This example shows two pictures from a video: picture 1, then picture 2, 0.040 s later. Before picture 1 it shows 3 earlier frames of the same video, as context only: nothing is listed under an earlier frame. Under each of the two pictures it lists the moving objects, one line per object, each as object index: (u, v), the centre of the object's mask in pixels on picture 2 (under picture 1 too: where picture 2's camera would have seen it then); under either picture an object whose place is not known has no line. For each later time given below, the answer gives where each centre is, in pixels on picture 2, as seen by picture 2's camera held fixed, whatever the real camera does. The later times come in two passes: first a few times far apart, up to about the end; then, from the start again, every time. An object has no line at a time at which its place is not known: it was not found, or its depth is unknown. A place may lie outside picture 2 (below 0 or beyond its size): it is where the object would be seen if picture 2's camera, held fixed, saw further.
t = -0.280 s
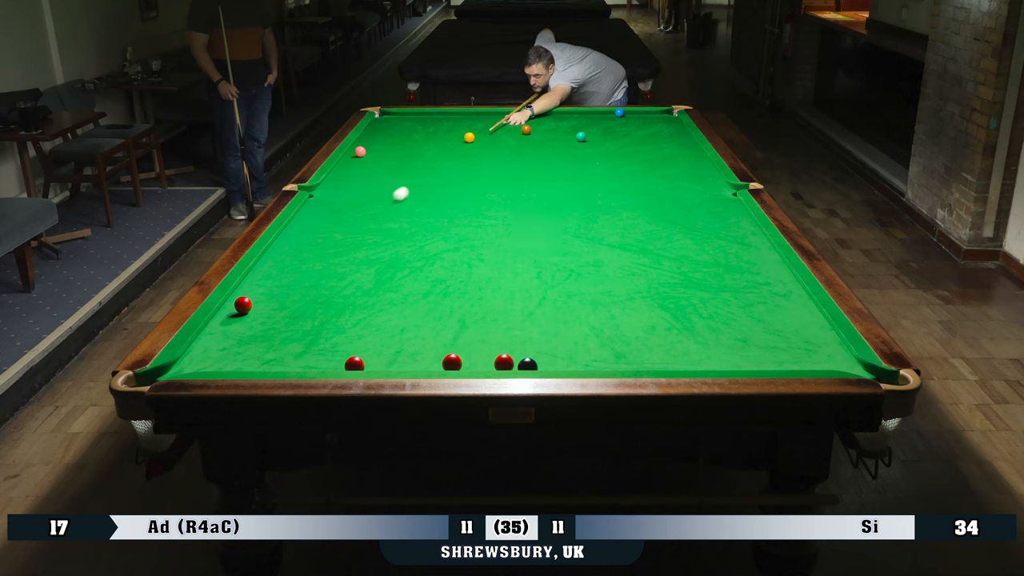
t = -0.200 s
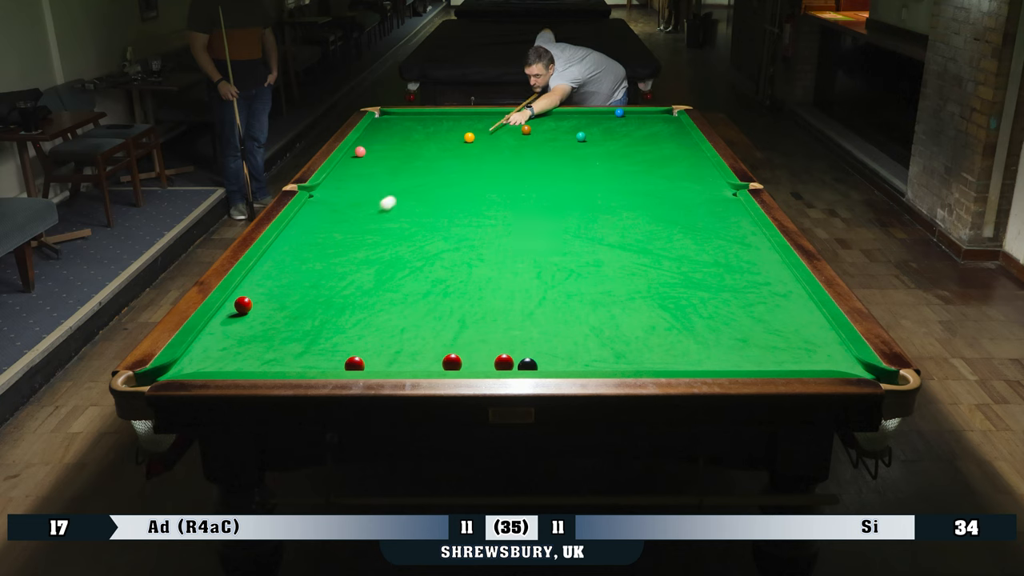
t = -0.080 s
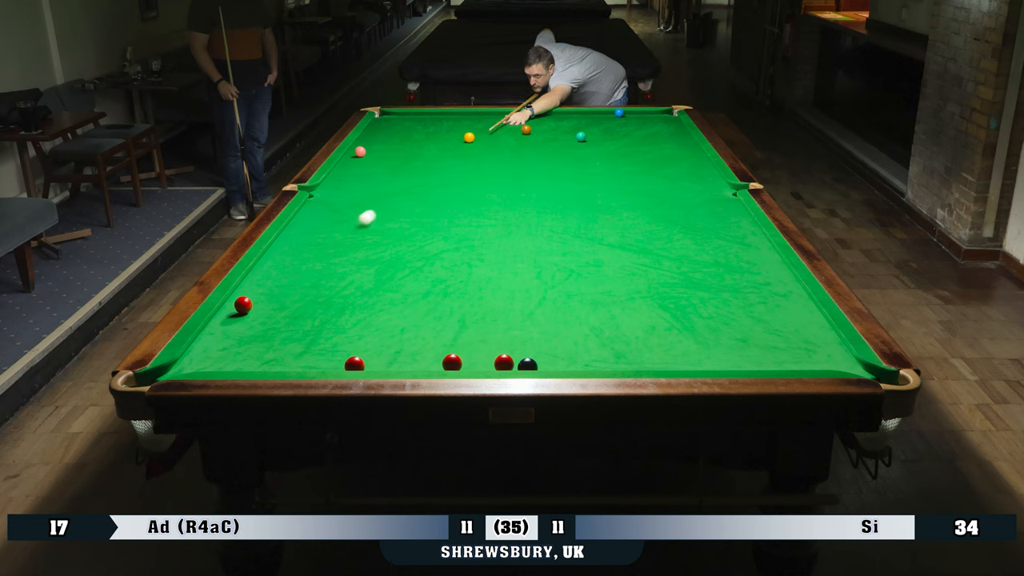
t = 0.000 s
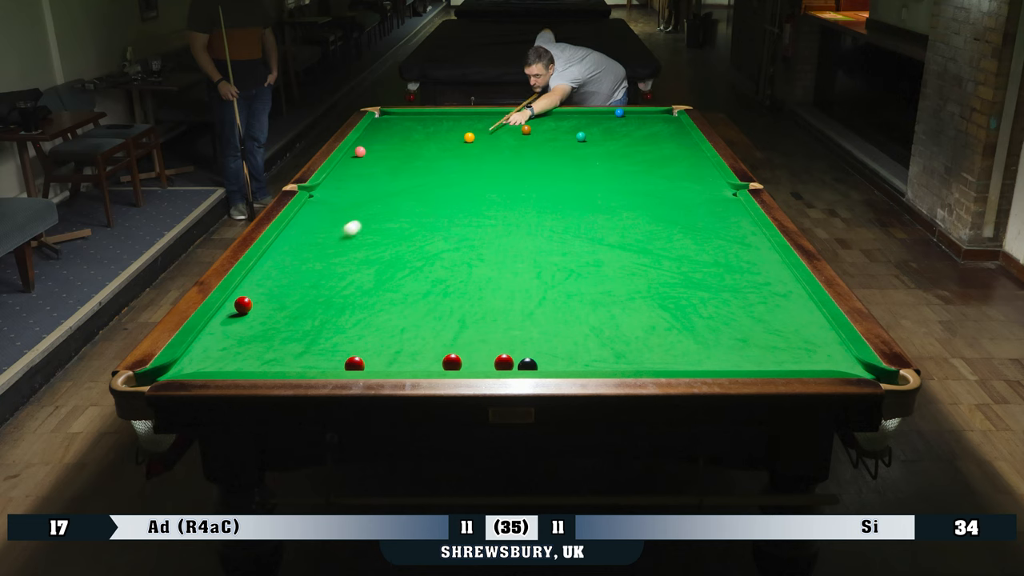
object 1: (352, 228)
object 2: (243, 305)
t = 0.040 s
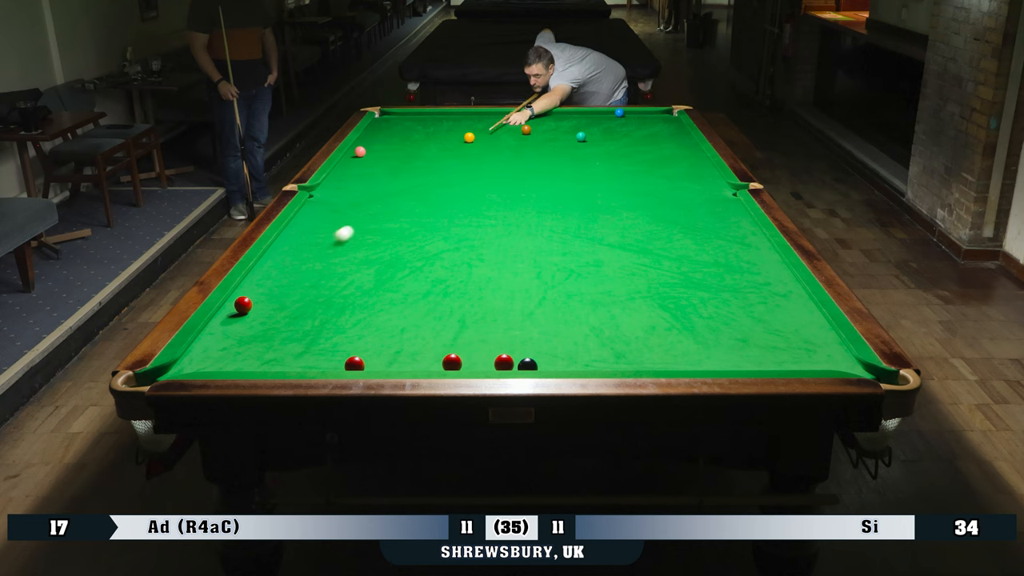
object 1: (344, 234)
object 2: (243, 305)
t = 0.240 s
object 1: (300, 264)
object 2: (243, 305)
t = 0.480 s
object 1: (256, 300)
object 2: (225, 315)
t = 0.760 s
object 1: (251, 314)
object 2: (221, 353)
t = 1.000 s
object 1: (243, 327)
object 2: (242, 360)
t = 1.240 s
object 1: (236, 341)
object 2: (280, 340)
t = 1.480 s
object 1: (229, 354)
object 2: (314, 324)
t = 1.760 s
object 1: (221, 366)
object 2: (349, 307)
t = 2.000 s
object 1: (227, 362)
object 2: (375, 294)
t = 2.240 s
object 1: (234, 355)
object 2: (399, 284)
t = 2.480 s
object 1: (239, 349)
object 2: (420, 274)
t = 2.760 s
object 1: (244, 343)
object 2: (442, 264)
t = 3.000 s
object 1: (247, 339)
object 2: (459, 256)
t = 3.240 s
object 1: (250, 337)
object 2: (475, 250)
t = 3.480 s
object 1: (252, 336)
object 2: (488, 244)
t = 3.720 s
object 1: (252, 336)
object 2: (500, 239)
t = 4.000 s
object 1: (252, 336)
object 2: (513, 233)
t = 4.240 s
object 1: (251, 336)
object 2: (523, 229)
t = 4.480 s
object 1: (251, 336)
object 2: (531, 226)
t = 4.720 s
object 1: (252, 336)
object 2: (539, 223)
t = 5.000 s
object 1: (252, 336)
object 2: (546, 220)
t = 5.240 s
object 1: (252, 336)
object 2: (552, 218)
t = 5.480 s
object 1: (252, 336)
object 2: (556, 216)
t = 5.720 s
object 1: (252, 336)
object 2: (559, 215)
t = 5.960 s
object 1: (252, 336)
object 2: (562, 214)
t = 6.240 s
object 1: (252, 336)
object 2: (564, 214)
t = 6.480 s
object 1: (252, 336)
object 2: (564, 213)
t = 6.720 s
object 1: (252, 336)
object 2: (564, 213)
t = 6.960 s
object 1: (252, 336)
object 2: (564, 213)
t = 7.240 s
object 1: (252, 336)
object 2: (564, 213)
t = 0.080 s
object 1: (336, 239)
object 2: (243, 304)
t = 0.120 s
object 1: (327, 245)
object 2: (243, 304)
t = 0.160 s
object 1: (319, 252)
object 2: (243, 305)
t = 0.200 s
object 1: (310, 258)
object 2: (243, 304)
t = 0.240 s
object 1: (300, 264)
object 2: (243, 305)
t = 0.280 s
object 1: (291, 271)
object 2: (243, 305)
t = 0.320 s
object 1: (281, 278)
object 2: (243, 305)
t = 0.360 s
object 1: (270, 286)
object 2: (243, 305)
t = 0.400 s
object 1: (260, 293)
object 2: (243, 305)
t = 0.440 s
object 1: (255, 299)
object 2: (236, 308)
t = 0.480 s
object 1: (256, 300)
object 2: (225, 315)
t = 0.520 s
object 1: (257, 301)
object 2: (217, 322)
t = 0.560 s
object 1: (256, 303)
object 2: (218, 328)
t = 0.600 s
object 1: (256, 304)
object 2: (219, 333)
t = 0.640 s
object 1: (254, 307)
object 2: (219, 338)
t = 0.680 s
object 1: (253, 309)
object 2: (220, 343)
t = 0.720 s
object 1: (252, 311)
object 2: (220, 348)
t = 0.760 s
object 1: (251, 314)
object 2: (221, 353)
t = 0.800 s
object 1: (249, 316)
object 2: (221, 358)
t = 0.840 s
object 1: (248, 318)
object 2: (222, 362)
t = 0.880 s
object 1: (247, 320)
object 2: (222, 365)
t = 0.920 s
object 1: (246, 323)
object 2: (227, 365)
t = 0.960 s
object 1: (245, 325)
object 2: (235, 362)
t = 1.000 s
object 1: (243, 327)
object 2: (242, 360)
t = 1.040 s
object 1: (242, 330)
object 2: (248, 357)
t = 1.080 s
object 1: (241, 332)
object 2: (255, 354)
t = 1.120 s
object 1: (240, 334)
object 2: (261, 350)
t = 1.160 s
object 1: (238, 336)
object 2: (268, 347)
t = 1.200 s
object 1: (237, 339)
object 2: (274, 343)
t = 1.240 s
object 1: (236, 341)
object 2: (280, 340)
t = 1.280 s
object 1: (235, 343)
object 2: (286, 337)
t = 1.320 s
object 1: (233, 345)
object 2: (292, 334)
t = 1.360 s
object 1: (232, 348)
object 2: (297, 332)
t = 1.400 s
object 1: (231, 350)
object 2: (303, 329)
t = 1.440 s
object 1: (230, 352)
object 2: (309, 326)
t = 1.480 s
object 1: (229, 354)
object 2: (314, 324)
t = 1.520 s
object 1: (227, 357)
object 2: (319, 321)
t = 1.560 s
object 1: (226, 359)
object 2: (325, 318)
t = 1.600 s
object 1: (225, 360)
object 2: (330, 316)
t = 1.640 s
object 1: (224, 362)
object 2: (334, 314)
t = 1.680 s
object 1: (223, 363)
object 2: (339, 311)
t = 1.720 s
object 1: (222, 365)
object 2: (344, 309)
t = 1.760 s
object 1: (221, 366)
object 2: (349, 307)
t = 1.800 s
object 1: (221, 366)
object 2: (353, 305)
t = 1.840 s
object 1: (222, 365)
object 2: (358, 303)
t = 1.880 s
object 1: (224, 364)
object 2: (362, 300)
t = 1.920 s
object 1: (225, 363)
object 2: (367, 298)
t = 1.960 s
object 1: (226, 362)
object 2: (371, 296)
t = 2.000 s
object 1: (227, 362)
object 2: (375, 294)
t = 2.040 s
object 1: (229, 361)
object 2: (380, 292)
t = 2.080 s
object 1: (230, 360)
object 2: (384, 290)
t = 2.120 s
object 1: (231, 358)
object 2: (387, 289)
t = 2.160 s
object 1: (232, 357)
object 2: (392, 287)
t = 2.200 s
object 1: (233, 356)
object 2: (395, 285)
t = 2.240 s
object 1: (234, 355)
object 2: (399, 284)
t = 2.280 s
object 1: (235, 354)
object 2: (403, 282)
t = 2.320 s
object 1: (236, 353)
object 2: (406, 280)
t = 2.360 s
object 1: (237, 352)
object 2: (410, 278)
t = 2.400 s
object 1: (238, 351)
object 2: (413, 277)
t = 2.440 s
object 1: (238, 349)
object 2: (417, 275)
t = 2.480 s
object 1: (239, 349)
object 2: (420, 274)
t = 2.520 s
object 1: (240, 348)
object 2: (424, 272)
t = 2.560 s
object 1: (241, 347)
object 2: (427, 271)
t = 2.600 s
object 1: (242, 346)
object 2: (430, 269)
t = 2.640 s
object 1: (242, 345)
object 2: (433, 268)
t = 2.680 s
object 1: (243, 344)
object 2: (436, 267)
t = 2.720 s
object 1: (244, 344)
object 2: (439, 265)
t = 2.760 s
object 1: (244, 343)
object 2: (442, 264)
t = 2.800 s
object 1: (245, 342)
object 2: (445, 262)
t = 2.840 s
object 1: (245, 342)
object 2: (448, 261)
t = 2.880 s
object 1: (246, 341)
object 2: (451, 260)
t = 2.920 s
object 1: (246, 340)
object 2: (454, 259)
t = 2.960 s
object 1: (247, 340)
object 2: (457, 258)
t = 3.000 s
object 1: (247, 339)
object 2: (459, 256)
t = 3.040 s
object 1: (248, 339)
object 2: (462, 255)
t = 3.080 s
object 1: (248, 339)
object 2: (464, 254)
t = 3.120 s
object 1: (249, 338)
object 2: (467, 253)
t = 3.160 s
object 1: (249, 338)
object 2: (470, 252)
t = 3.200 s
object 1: (250, 337)
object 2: (472, 251)
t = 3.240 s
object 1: (250, 337)
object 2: (475, 250)
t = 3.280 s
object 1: (250, 337)
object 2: (477, 249)
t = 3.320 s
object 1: (251, 337)
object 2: (479, 248)
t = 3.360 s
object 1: (251, 336)
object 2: (482, 247)
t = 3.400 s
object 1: (251, 336)
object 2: (484, 246)
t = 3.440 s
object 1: (252, 336)
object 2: (486, 245)
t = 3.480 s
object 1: (252, 336)
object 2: (488, 244)
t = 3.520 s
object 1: (252, 336)
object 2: (490, 243)
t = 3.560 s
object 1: (252, 336)
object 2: (492, 242)
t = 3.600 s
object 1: (252, 336)
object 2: (494, 241)
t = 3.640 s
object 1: (252, 336)
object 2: (497, 241)
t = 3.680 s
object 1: (252, 336)
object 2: (499, 240)
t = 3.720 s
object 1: (252, 336)
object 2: (500, 239)
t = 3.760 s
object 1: (252, 336)
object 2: (502, 238)
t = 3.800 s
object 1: (252, 336)
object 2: (504, 237)
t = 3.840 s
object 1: (252, 336)
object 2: (506, 236)
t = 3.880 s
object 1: (252, 336)
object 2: (508, 236)
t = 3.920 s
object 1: (252, 336)
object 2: (510, 235)
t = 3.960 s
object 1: (252, 336)
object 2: (511, 234)
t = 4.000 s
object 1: (252, 336)
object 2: (513, 233)
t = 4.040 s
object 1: (252, 336)
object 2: (515, 233)
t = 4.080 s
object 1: (252, 336)
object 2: (516, 232)
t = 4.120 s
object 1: (252, 336)
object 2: (518, 231)
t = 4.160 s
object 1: (251, 336)
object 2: (520, 231)
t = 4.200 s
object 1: (251, 336)
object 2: (521, 230)
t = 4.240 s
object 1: (251, 336)
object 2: (523, 229)
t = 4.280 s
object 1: (251, 336)
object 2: (524, 229)
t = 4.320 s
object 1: (251, 336)
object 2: (526, 228)
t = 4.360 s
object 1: (252, 336)
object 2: (527, 228)
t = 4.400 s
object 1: (251, 336)
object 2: (528, 227)
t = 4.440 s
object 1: (251, 336)
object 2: (530, 227)
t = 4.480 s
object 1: (251, 336)
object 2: (531, 226)
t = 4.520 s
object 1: (251, 336)
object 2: (533, 226)
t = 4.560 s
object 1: (252, 336)
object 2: (534, 225)
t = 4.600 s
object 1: (252, 336)
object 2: (535, 225)
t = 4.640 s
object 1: (251, 336)
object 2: (536, 224)
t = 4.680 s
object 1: (252, 336)
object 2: (538, 224)
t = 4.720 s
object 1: (252, 336)
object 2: (539, 223)
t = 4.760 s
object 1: (251, 336)
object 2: (540, 223)
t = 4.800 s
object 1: (251, 336)
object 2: (541, 222)
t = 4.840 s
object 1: (251, 336)
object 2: (542, 222)
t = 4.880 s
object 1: (251, 336)
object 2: (543, 221)
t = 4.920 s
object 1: (252, 336)
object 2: (544, 221)
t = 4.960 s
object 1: (252, 336)
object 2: (545, 220)
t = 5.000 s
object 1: (252, 336)
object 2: (546, 220)
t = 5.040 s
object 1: (252, 336)
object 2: (547, 220)
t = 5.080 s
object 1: (252, 336)
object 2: (548, 219)
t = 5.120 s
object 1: (252, 336)
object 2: (549, 219)
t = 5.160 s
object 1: (252, 336)
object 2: (550, 219)
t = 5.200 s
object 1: (252, 336)
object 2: (551, 218)
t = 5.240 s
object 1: (252, 336)
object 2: (552, 218)
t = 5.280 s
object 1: (252, 336)
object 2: (552, 218)
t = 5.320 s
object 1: (252, 336)
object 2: (553, 218)
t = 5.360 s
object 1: (252, 336)
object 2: (554, 217)
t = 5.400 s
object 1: (252, 336)
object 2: (555, 217)
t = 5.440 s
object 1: (252, 336)
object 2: (555, 217)
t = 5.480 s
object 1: (252, 336)
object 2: (556, 216)
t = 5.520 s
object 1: (252, 336)
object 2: (556, 216)
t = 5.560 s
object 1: (252, 336)
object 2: (557, 216)
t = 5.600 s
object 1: (252, 336)
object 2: (558, 216)
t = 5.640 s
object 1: (252, 336)
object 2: (558, 215)
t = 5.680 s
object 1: (252, 336)
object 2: (559, 215)
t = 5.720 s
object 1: (252, 336)
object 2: (559, 215)
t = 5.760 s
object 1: (252, 336)
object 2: (560, 215)
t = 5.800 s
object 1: (252, 336)
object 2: (560, 215)
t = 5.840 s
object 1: (252, 336)
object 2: (561, 214)
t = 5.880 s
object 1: (252, 336)
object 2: (561, 214)
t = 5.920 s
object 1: (252, 336)
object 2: (561, 214)
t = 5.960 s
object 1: (252, 336)
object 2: (562, 214)
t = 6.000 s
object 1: (252, 336)
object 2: (562, 214)
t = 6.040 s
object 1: (252, 336)
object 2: (562, 214)
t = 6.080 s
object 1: (252, 336)
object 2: (563, 214)
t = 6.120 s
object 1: (252, 336)
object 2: (563, 214)
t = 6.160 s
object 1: (252, 336)
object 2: (563, 214)
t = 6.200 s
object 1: (252, 336)
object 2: (564, 214)
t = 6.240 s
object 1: (252, 336)
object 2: (564, 214)
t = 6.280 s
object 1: (252, 336)
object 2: (564, 213)
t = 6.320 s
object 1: (252, 336)
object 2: (564, 213)
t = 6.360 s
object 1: (252, 336)
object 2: (564, 213)
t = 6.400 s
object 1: (252, 336)
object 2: (564, 213)
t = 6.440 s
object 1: (252, 336)
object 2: (564, 213)
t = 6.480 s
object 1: (252, 336)
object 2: (564, 213)
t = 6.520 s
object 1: (252, 336)
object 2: (564, 213)
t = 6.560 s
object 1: (252, 336)
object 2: (564, 213)
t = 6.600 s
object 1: (252, 336)
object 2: (564, 213)
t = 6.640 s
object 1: (252, 336)
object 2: (564, 213)
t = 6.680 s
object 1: (252, 336)
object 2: (564, 213)
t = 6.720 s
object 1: (252, 336)
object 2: (564, 213)
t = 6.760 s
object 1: (252, 336)
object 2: (564, 213)
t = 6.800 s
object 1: (252, 336)
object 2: (564, 213)
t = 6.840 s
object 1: (252, 336)
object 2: (564, 213)
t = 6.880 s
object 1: (252, 336)
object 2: (564, 213)
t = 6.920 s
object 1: (252, 336)
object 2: (564, 213)
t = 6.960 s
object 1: (252, 336)
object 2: (564, 213)
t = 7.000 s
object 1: (252, 336)
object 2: (564, 213)
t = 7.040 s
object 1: (252, 336)
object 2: (564, 213)
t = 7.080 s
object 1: (252, 336)
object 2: (564, 213)
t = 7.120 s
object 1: (252, 336)
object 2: (564, 213)
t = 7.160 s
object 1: (252, 336)
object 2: (564, 213)
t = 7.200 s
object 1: (252, 336)
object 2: (564, 213)
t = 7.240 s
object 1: (252, 336)
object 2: (564, 213)
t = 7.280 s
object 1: (252, 336)
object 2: (564, 213)
